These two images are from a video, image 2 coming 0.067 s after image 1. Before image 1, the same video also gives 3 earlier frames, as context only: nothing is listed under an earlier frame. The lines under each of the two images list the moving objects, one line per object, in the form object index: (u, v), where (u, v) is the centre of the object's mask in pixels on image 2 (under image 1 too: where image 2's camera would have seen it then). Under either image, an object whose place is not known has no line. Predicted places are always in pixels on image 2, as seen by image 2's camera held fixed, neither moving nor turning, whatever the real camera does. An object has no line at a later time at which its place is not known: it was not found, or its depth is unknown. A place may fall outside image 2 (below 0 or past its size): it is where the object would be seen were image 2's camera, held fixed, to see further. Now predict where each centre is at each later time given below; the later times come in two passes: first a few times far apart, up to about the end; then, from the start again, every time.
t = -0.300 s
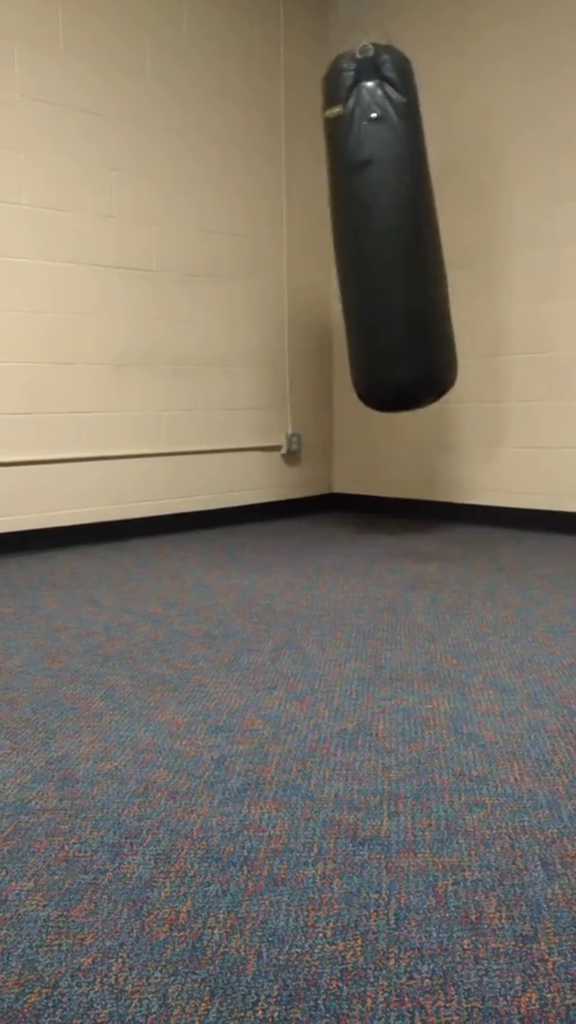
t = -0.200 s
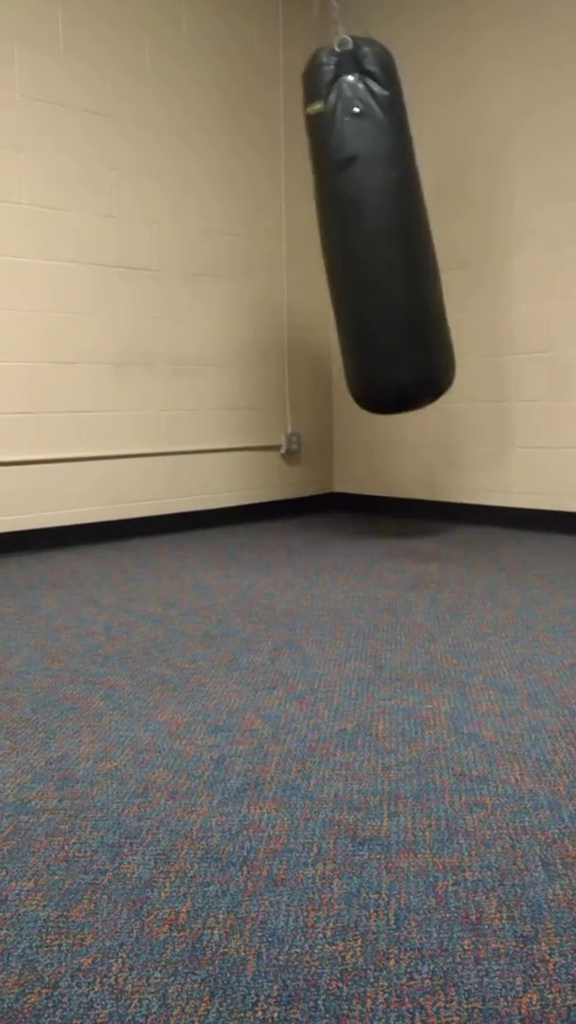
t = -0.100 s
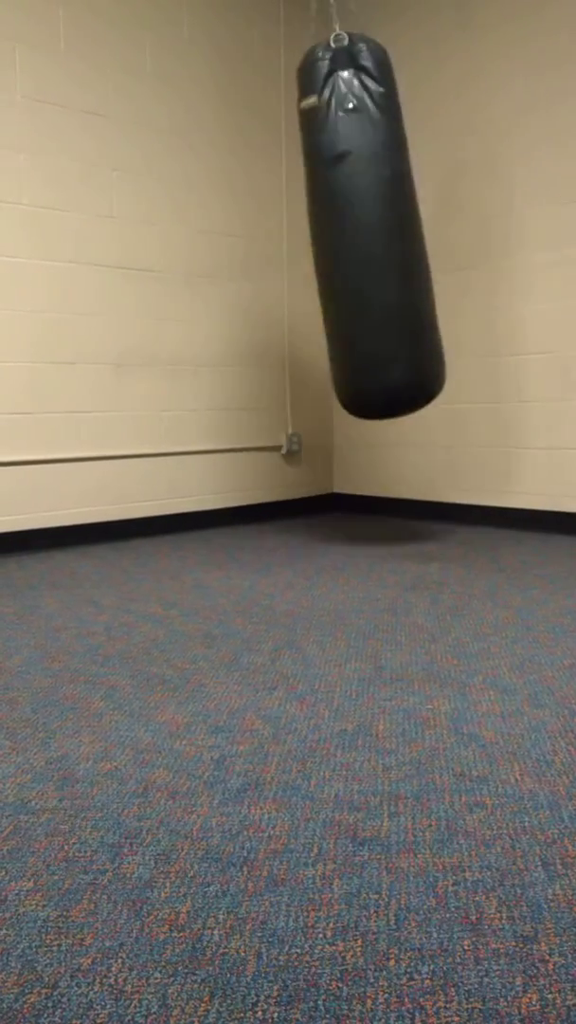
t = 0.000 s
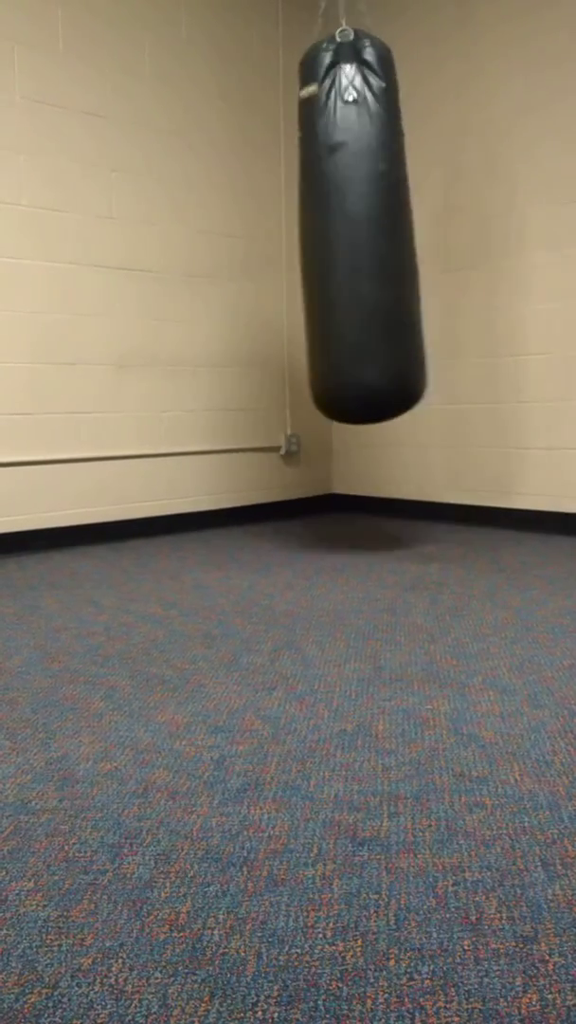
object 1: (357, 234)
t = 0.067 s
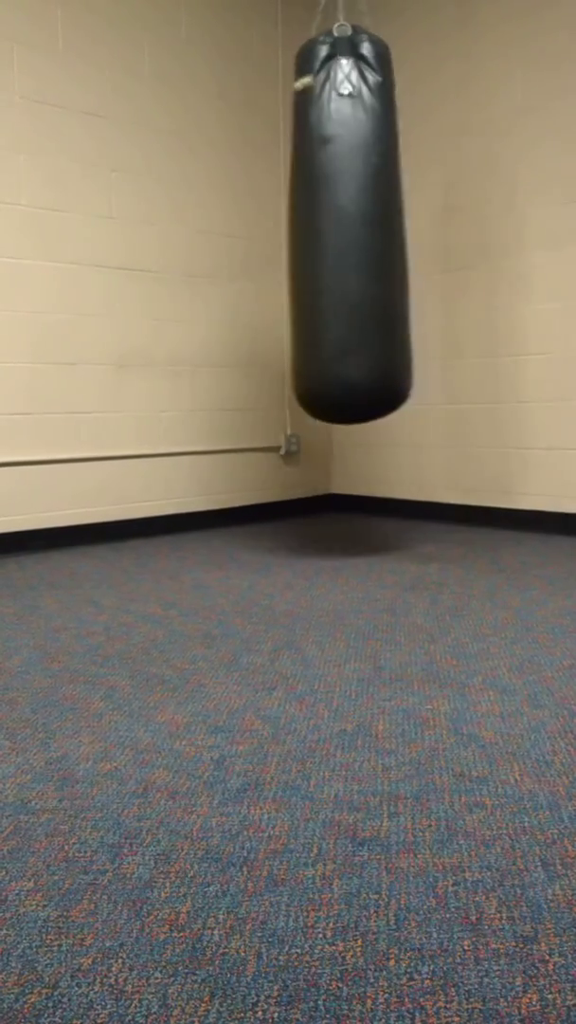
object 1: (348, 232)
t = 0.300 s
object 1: (293, 218)
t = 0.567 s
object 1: (240, 210)
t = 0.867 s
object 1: (196, 203)
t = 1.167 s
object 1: (202, 209)
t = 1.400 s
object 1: (235, 226)
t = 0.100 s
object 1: (342, 231)
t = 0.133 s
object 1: (335, 230)
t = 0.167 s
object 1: (327, 228)
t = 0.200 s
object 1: (318, 226)
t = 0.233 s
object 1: (309, 222)
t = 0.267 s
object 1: (300, 220)
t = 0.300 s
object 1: (293, 218)
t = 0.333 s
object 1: (285, 216)
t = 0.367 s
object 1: (278, 215)
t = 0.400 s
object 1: (272, 215)
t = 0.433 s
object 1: (265, 215)
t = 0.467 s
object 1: (259, 214)
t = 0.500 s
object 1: (254, 212)
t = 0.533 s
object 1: (247, 211)
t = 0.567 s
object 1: (240, 210)
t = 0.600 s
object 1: (233, 209)
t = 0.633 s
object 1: (226, 207)
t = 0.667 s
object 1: (218, 206)
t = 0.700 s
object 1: (211, 205)
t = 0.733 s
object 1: (206, 204)
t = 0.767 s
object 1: (203, 203)
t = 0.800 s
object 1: (200, 203)
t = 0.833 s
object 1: (198, 203)
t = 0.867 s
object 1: (196, 203)
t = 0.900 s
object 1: (196, 204)
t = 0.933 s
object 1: (196, 204)
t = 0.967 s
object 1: (196, 204)
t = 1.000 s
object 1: (197, 204)
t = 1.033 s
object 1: (197, 205)
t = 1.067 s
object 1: (198, 206)
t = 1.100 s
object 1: (199, 207)
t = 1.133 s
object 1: (200, 208)
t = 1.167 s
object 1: (202, 209)
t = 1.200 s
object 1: (204, 210)
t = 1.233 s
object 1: (208, 211)
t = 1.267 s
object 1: (212, 213)
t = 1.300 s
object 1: (217, 215)
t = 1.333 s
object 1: (223, 219)
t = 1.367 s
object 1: (228, 222)
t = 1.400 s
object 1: (235, 226)
